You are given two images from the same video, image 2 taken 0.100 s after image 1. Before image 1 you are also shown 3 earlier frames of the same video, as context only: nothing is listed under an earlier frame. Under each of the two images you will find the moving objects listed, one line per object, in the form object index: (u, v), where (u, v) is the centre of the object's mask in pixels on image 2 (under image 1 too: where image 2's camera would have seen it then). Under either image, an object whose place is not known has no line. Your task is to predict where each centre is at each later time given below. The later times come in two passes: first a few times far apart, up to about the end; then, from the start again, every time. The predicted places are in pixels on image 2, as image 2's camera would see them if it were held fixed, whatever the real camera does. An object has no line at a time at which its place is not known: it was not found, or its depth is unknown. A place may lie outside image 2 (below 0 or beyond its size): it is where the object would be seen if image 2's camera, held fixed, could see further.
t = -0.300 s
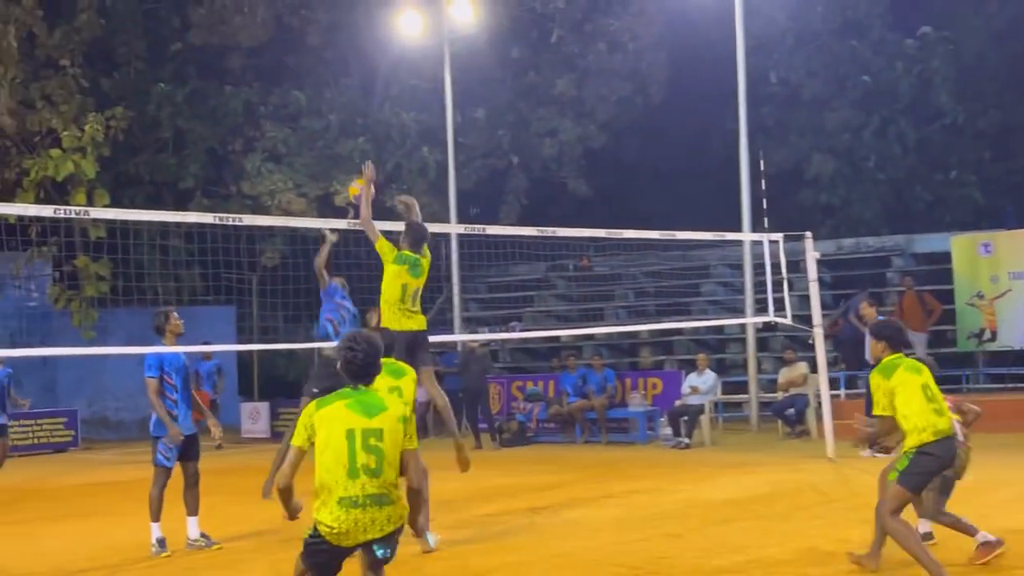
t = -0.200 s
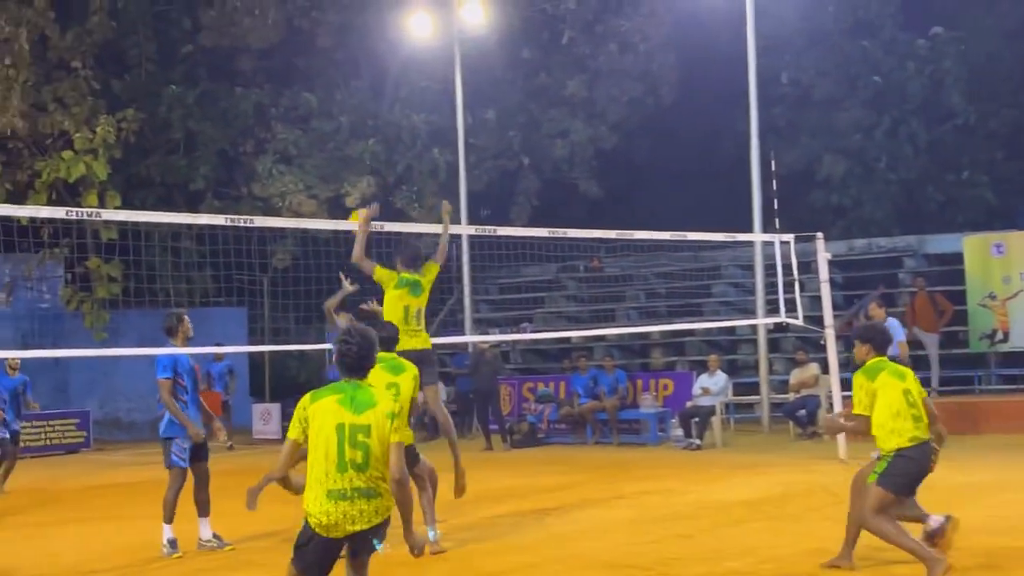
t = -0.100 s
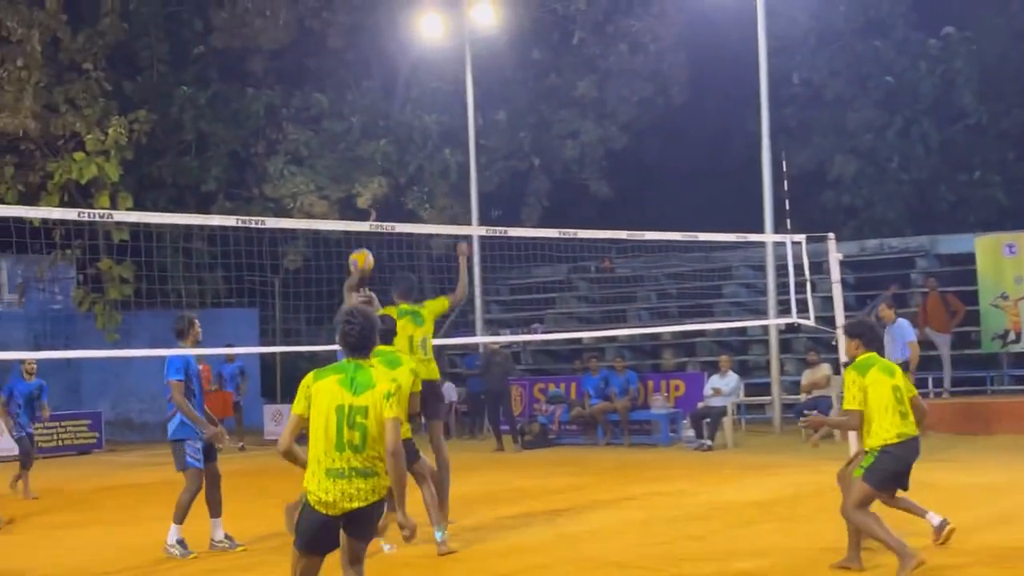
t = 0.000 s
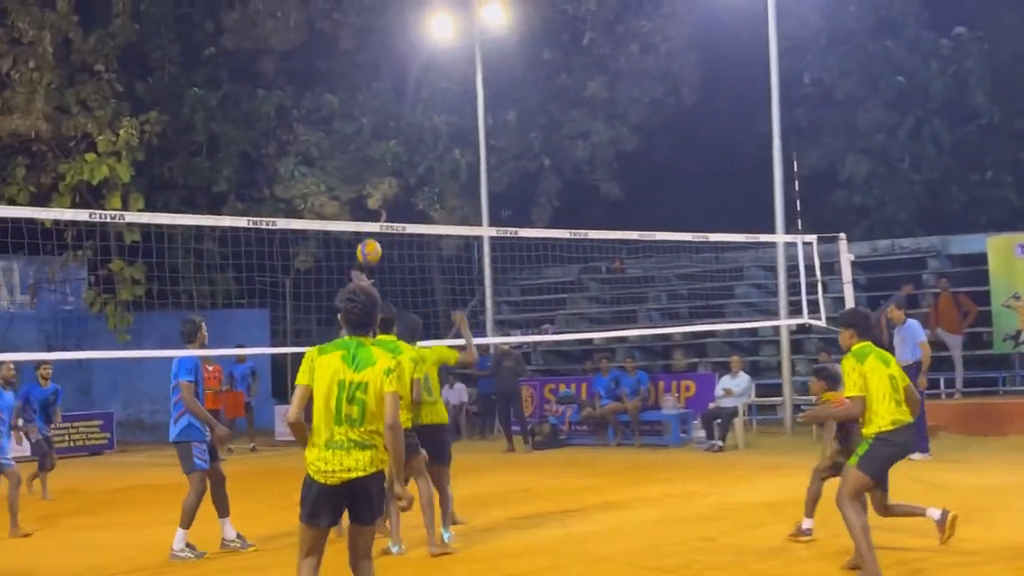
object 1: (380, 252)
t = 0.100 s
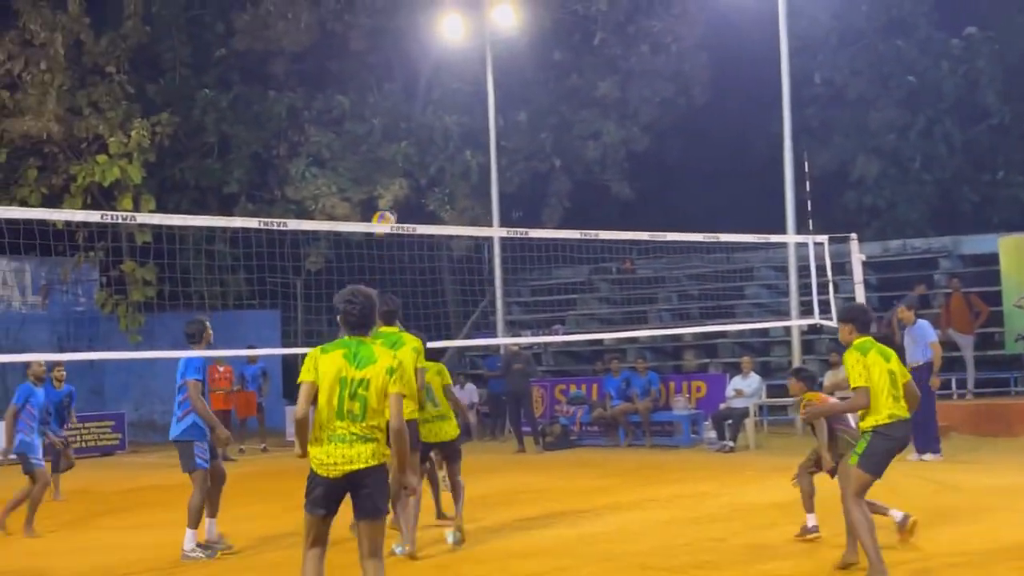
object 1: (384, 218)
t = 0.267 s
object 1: (389, 201)
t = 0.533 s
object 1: (400, 220)
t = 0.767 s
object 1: (409, 307)
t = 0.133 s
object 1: (384, 214)
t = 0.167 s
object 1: (385, 211)
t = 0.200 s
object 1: (386, 207)
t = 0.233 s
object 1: (387, 203)
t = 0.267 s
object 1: (389, 201)
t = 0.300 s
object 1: (390, 201)
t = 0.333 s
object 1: (391, 201)
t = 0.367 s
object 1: (392, 202)
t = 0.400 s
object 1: (393, 205)
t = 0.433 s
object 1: (393, 209)
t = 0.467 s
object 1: (397, 213)
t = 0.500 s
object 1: (398, 217)
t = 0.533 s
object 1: (400, 220)
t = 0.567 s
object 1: (400, 239)
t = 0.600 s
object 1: (402, 244)
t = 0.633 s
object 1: (404, 255)
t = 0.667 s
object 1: (405, 266)
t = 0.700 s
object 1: (407, 279)
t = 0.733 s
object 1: (408, 292)
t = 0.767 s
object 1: (409, 307)
